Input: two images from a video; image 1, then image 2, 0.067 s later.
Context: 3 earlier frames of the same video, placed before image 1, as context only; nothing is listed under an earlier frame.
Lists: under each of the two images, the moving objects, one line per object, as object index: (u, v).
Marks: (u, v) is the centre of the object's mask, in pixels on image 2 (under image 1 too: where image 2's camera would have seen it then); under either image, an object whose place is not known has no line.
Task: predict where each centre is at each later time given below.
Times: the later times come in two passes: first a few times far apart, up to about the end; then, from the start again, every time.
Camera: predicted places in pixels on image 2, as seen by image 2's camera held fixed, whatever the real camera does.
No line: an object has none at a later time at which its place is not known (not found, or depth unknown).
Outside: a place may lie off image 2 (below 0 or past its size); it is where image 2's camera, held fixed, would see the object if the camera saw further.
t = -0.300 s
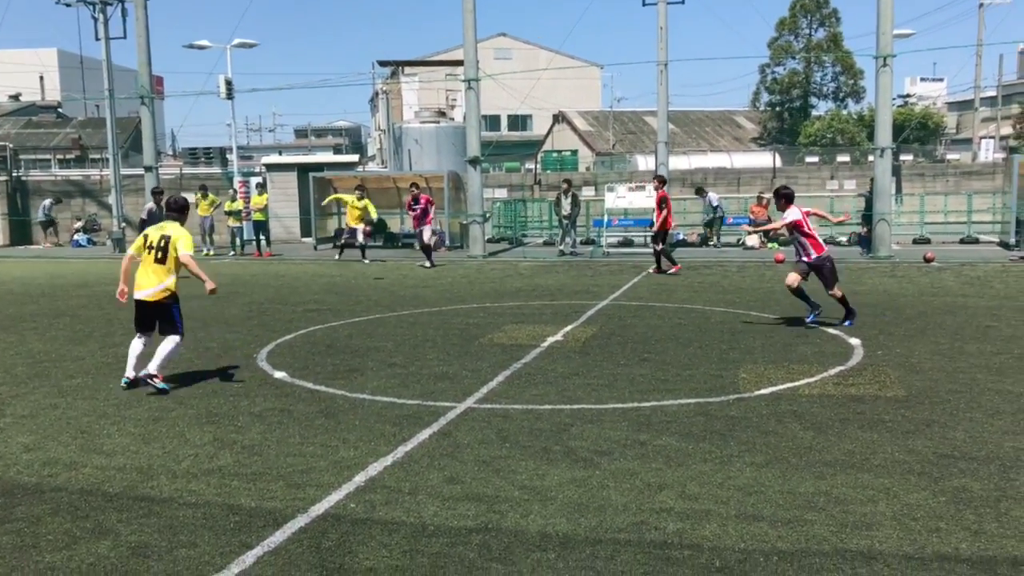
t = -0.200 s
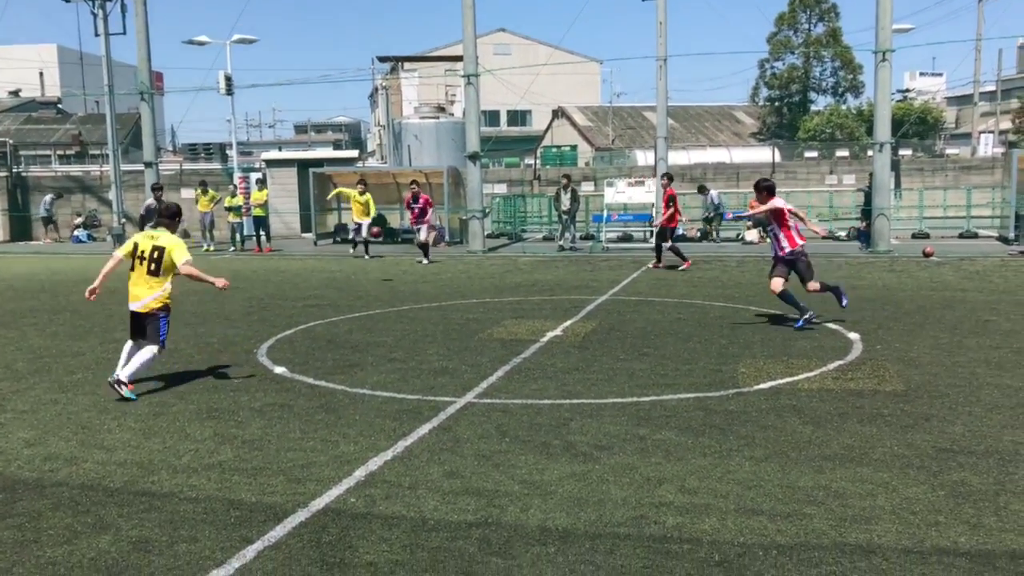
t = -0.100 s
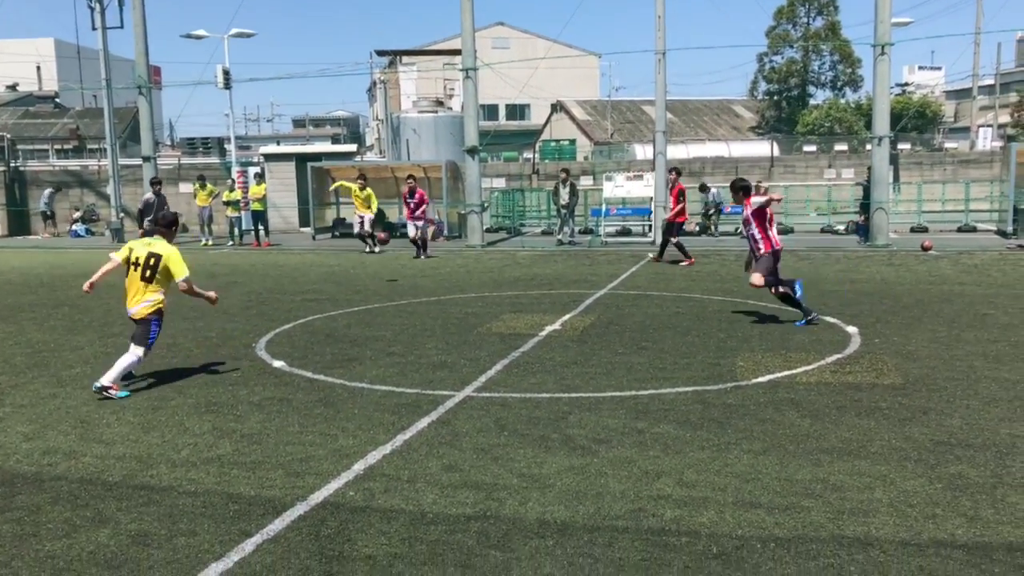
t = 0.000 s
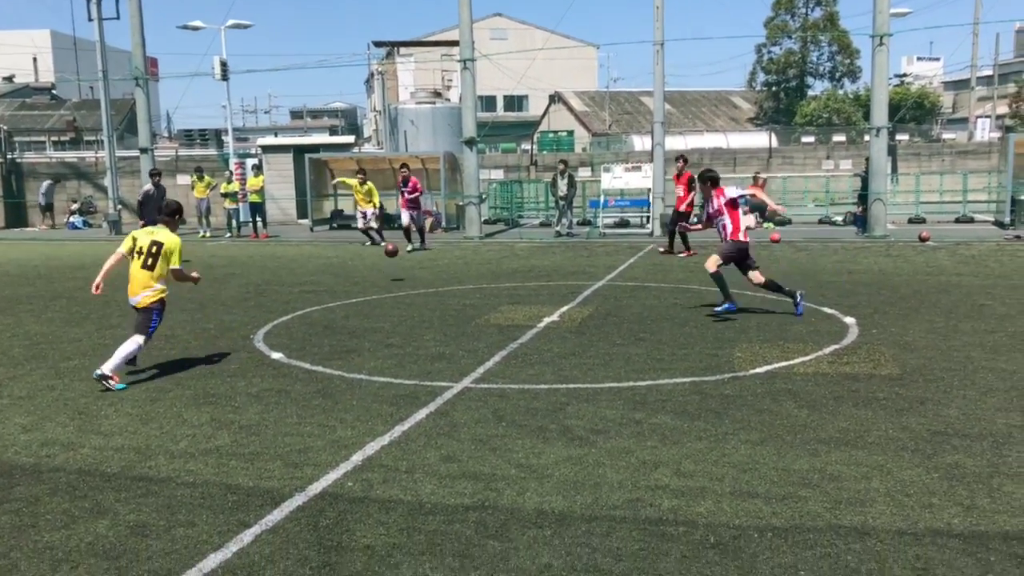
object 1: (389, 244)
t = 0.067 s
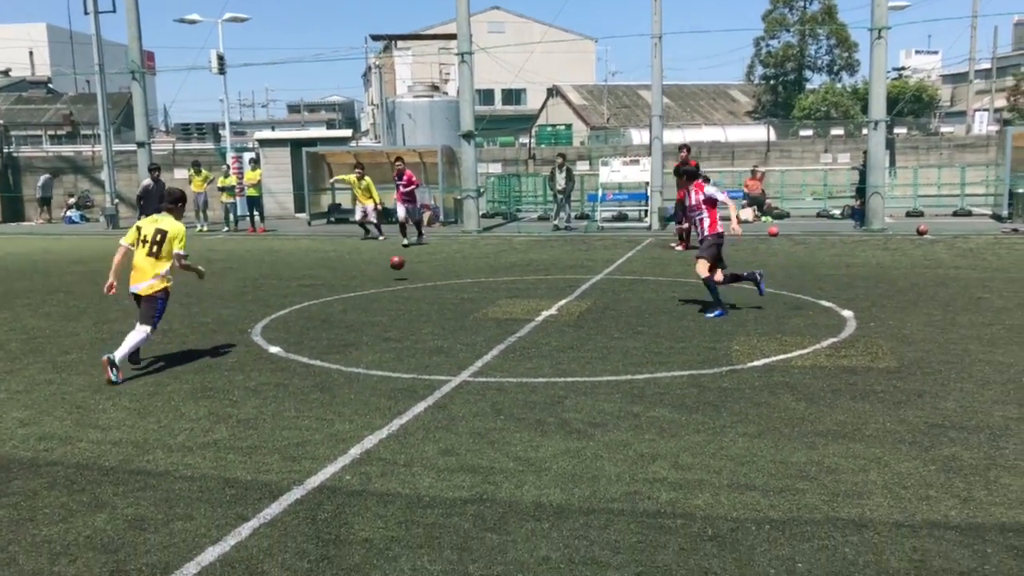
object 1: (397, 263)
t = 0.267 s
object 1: (413, 266)
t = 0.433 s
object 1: (427, 275)
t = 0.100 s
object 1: (401, 273)
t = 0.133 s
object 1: (405, 276)
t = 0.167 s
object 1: (406, 273)
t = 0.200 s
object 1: (408, 270)
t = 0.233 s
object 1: (411, 267)
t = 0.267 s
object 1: (413, 266)
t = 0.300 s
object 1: (416, 266)
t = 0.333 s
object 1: (419, 267)
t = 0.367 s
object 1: (421, 269)
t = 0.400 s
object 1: (424, 272)
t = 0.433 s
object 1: (427, 275)
